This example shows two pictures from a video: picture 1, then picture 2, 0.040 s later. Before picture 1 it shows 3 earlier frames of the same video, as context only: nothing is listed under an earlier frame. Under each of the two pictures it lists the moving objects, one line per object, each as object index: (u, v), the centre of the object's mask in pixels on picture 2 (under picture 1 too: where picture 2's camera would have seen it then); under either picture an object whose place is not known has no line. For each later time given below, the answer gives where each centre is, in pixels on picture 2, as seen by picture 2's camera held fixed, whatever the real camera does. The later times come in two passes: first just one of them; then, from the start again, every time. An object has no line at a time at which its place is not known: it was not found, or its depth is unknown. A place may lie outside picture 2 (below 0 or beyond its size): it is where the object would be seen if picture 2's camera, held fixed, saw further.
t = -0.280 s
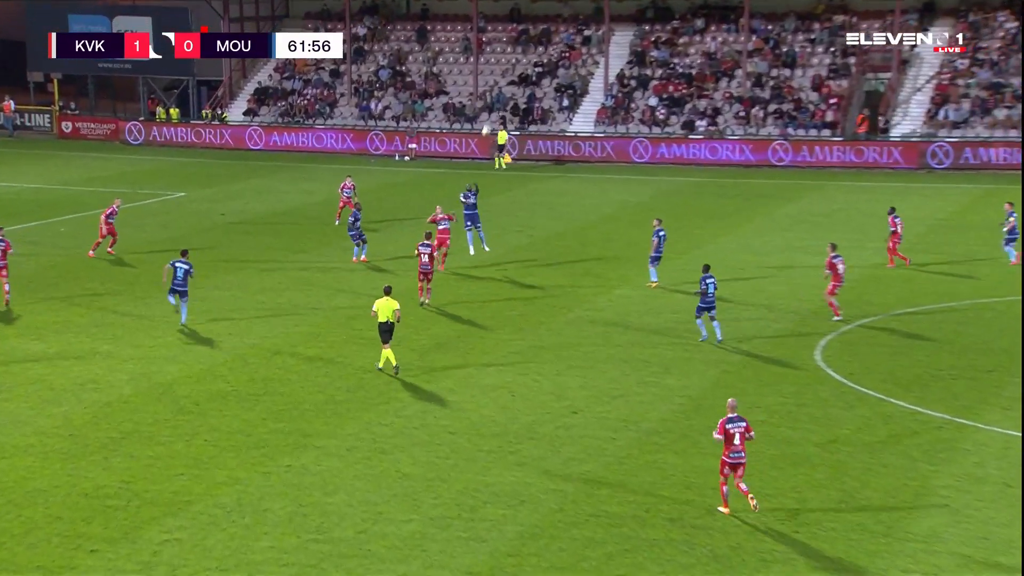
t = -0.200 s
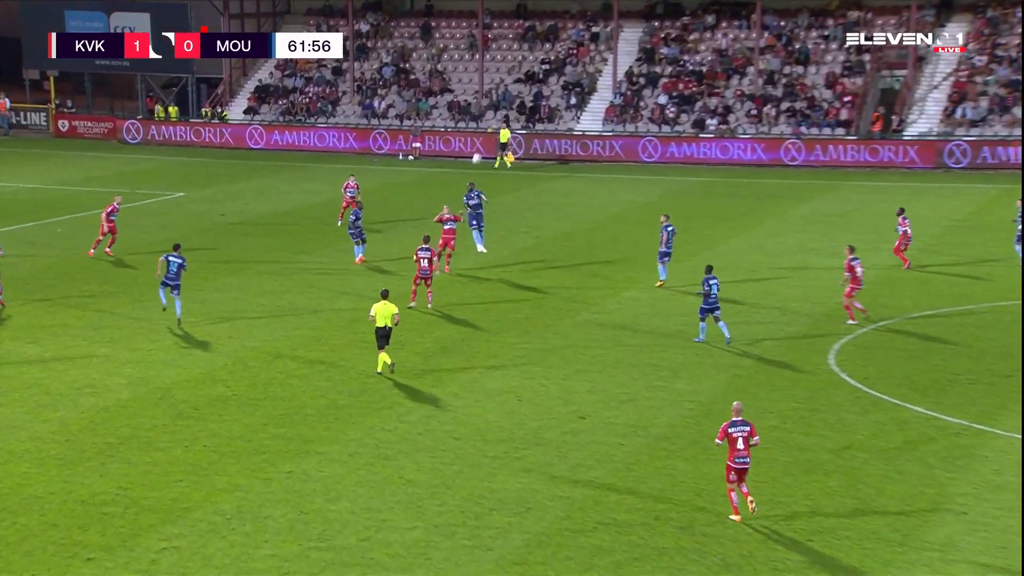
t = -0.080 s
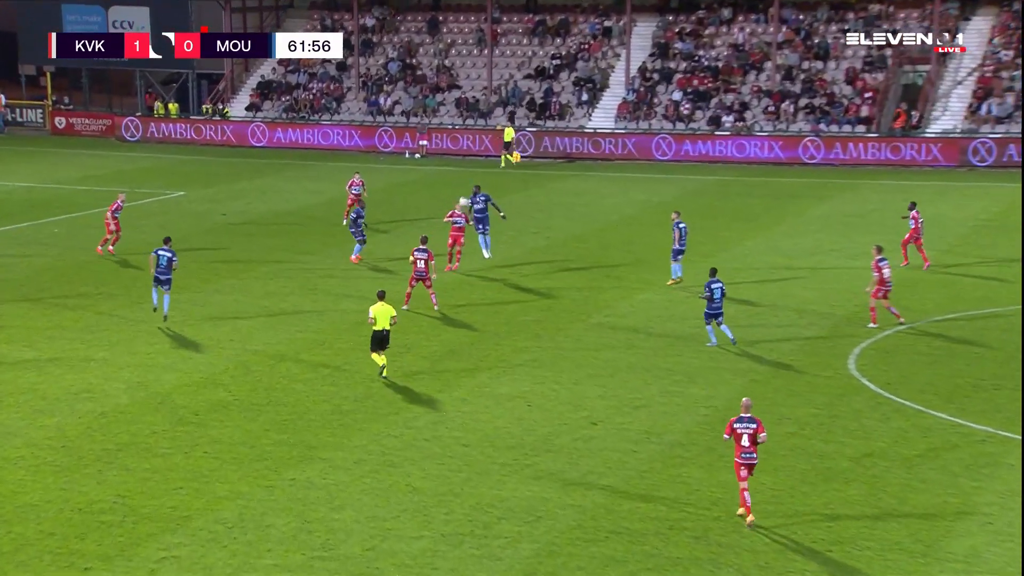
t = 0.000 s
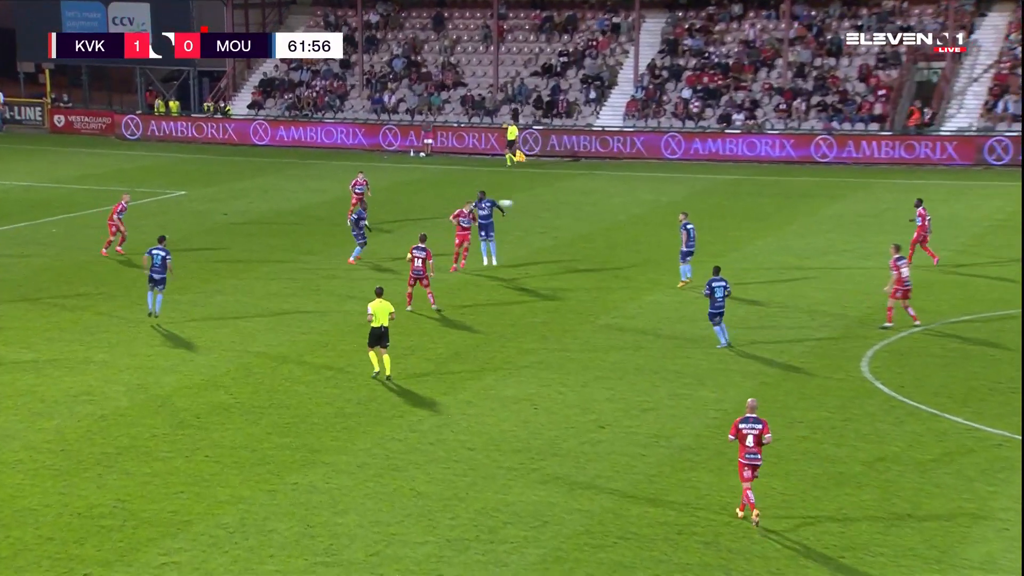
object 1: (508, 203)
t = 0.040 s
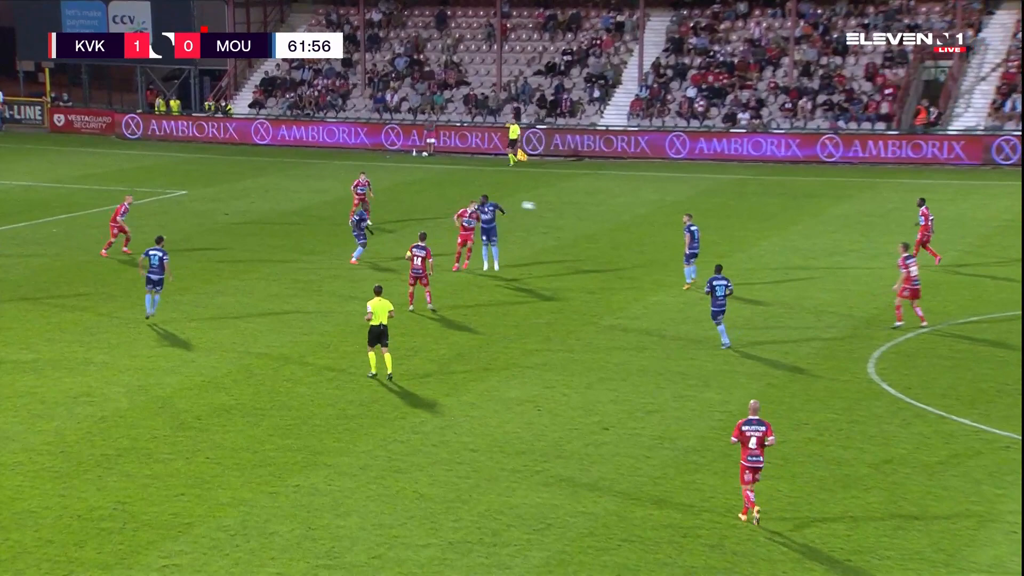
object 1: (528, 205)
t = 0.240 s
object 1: (632, 226)
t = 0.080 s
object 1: (549, 207)
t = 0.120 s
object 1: (569, 211)
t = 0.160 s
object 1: (590, 215)
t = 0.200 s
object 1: (611, 220)
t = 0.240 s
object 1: (632, 226)
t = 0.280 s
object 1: (653, 233)
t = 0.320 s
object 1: (672, 241)
